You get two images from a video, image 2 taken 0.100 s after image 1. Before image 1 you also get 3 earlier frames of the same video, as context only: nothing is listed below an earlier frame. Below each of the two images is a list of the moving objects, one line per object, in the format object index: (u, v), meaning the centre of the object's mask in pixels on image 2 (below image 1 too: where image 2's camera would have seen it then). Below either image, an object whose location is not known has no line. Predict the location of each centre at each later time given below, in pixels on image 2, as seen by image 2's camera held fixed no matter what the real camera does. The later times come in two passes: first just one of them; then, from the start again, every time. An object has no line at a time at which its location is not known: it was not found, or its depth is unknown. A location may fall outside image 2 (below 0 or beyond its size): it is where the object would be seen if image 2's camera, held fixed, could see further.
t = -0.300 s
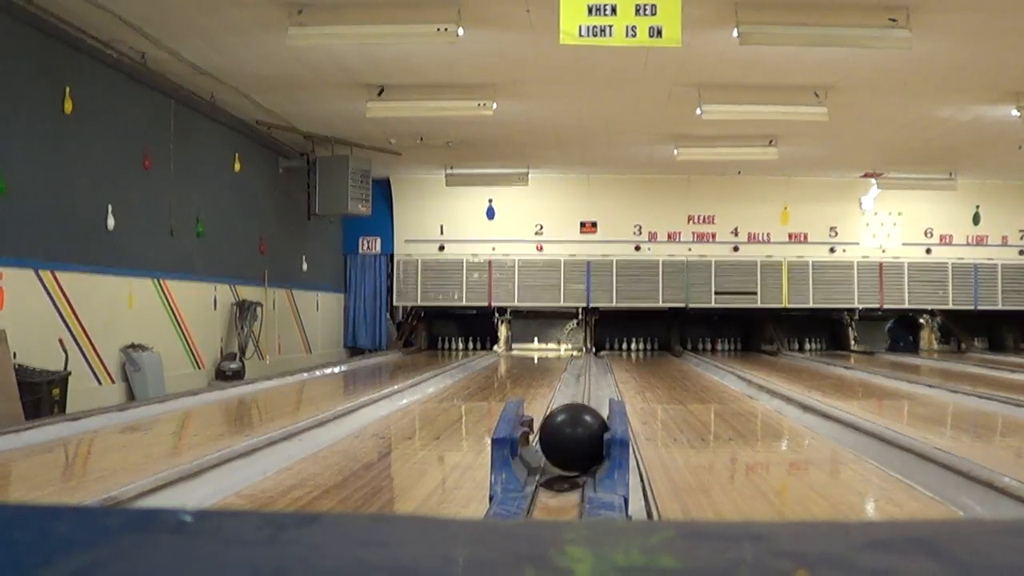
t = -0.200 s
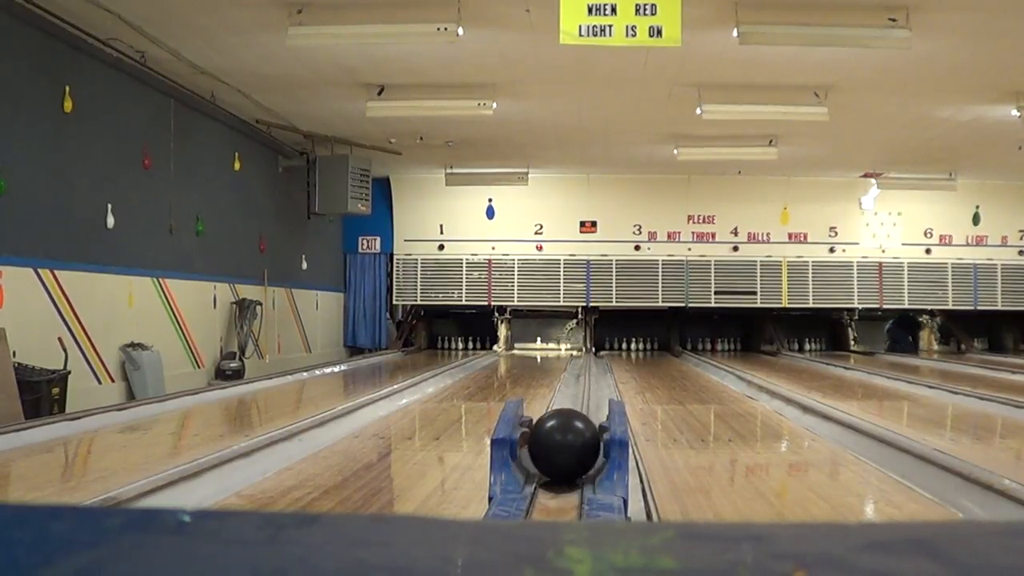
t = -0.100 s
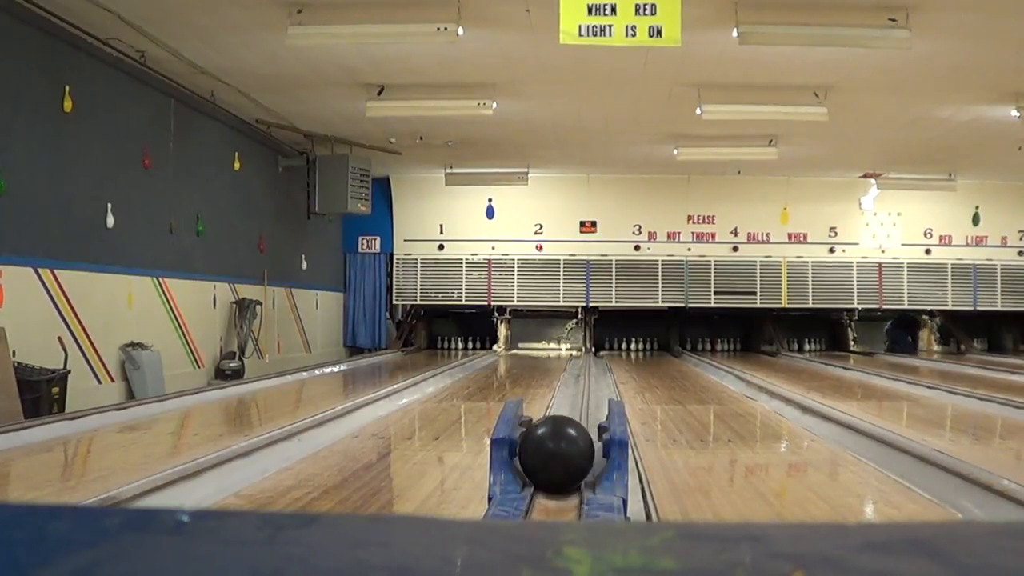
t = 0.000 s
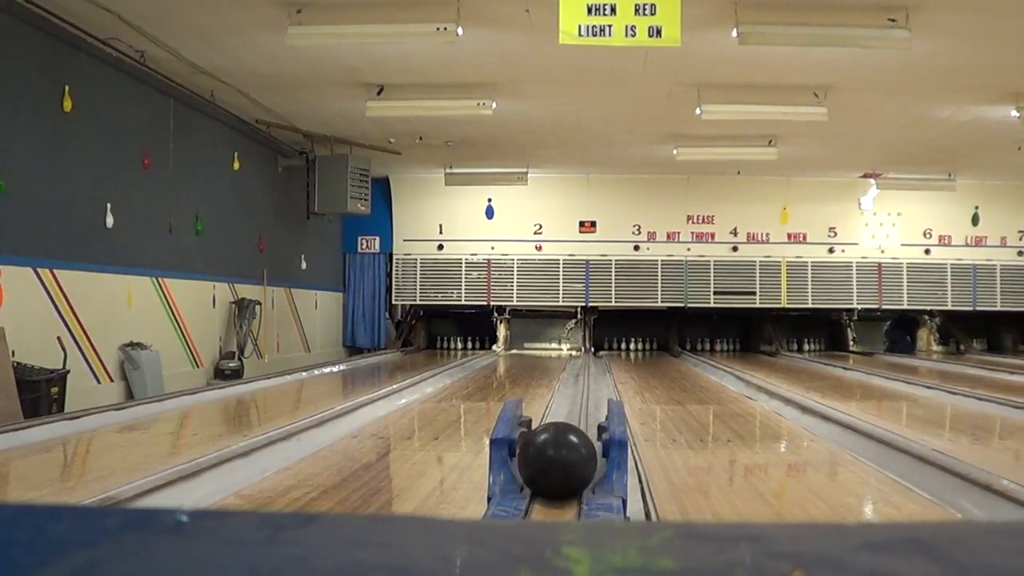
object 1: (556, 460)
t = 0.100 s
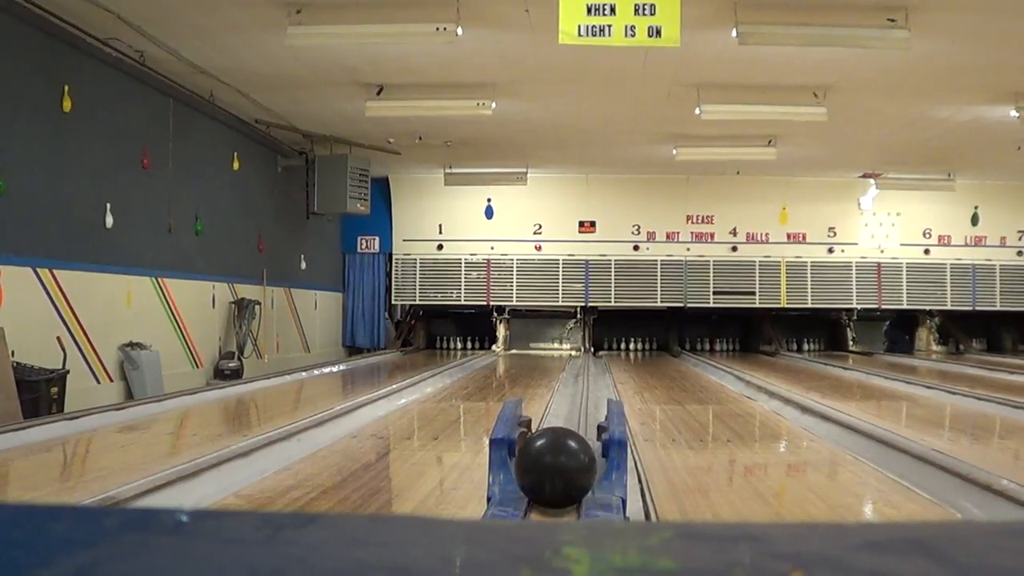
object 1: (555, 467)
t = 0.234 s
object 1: (553, 476)
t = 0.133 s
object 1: (555, 470)
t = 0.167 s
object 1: (554, 472)
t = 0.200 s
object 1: (554, 475)
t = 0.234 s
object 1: (553, 476)
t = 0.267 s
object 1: (552, 478)
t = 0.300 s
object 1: (551, 480)
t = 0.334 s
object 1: (551, 481)
